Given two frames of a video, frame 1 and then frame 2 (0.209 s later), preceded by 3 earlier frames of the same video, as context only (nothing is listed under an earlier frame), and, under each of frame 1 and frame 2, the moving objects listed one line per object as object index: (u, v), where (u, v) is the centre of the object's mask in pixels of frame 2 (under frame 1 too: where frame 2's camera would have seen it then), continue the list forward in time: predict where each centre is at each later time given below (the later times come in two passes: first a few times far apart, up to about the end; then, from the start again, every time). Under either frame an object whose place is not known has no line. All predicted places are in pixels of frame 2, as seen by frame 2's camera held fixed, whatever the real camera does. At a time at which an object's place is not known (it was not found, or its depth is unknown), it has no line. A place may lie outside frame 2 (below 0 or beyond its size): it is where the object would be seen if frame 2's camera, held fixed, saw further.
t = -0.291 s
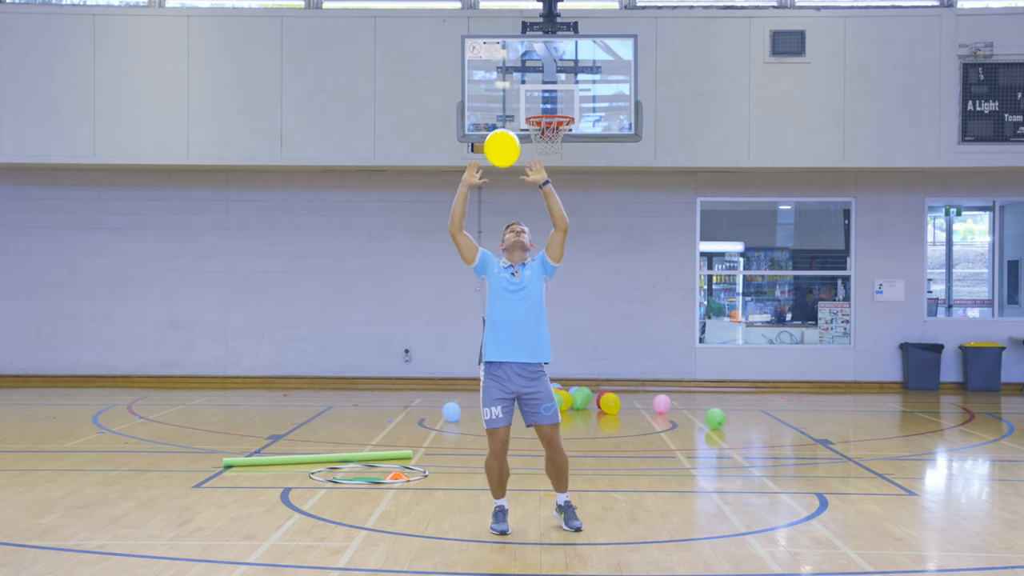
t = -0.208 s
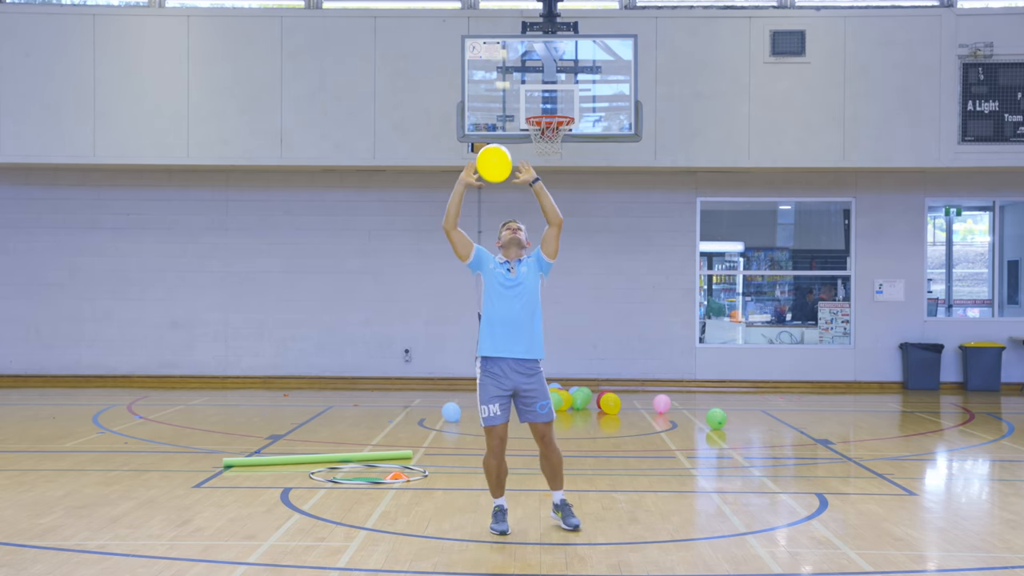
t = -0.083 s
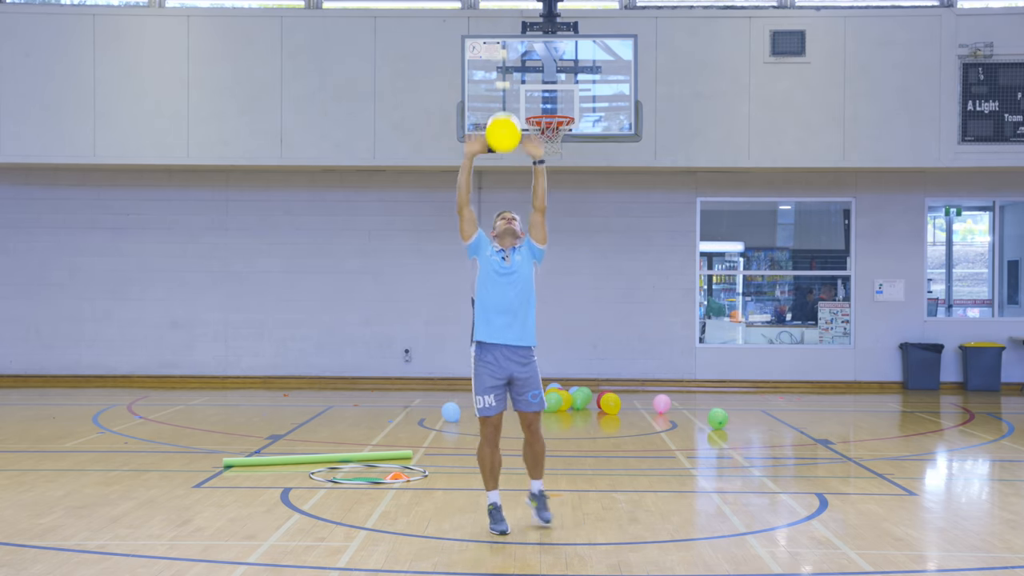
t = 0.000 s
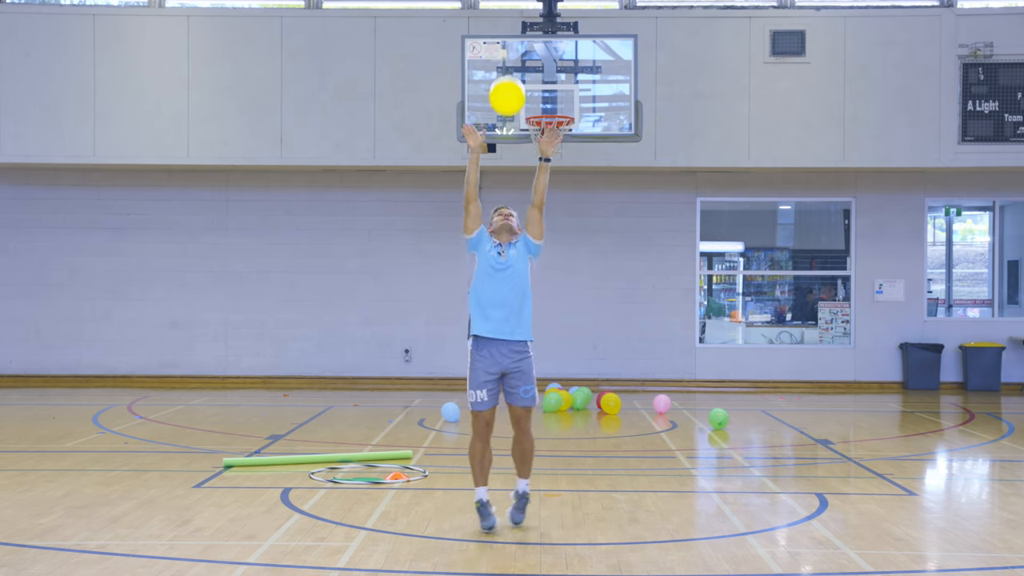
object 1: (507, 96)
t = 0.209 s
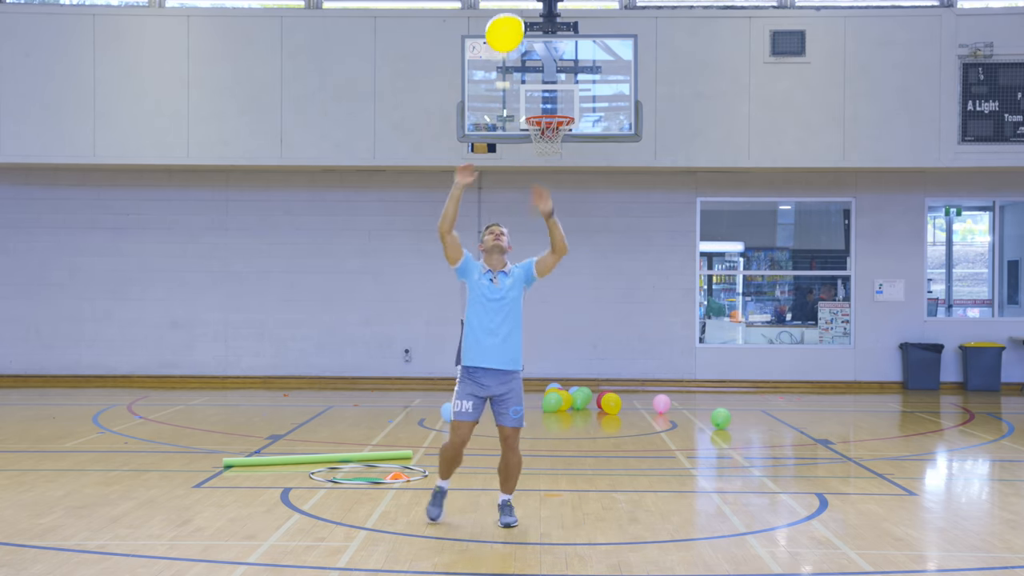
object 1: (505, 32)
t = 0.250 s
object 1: (504, 25)
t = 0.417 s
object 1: (502, 13)
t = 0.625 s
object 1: (498, 15)
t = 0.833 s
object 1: (490, 29)
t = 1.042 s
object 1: (479, 55)
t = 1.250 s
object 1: (465, 88)
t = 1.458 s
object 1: (448, 127)
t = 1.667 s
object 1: (429, 167)
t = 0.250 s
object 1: (504, 25)
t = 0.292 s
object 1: (503, 19)
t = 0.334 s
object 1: (503, 16)
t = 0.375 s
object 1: (503, 14)
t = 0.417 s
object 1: (502, 13)
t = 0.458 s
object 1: (502, 12)
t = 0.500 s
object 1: (501, 12)
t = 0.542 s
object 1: (501, 13)
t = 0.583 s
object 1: (499, 14)
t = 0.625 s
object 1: (498, 15)
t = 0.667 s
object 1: (497, 17)
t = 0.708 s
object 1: (495, 18)
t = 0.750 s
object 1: (494, 22)
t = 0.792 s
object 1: (492, 25)
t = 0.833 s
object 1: (490, 29)
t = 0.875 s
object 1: (488, 34)
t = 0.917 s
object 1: (486, 39)
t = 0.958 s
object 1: (484, 44)
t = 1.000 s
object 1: (481, 49)
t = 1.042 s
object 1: (479, 55)
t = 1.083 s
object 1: (476, 61)
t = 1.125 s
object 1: (474, 67)
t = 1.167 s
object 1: (471, 74)
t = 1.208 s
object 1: (468, 81)
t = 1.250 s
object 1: (465, 88)
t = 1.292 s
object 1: (462, 95)
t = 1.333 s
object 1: (459, 103)
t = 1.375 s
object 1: (455, 111)
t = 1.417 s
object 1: (452, 119)
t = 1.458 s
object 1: (448, 127)
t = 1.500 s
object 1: (445, 135)
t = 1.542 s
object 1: (441, 144)
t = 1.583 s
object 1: (437, 152)
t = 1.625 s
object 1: (433, 160)
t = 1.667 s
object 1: (429, 167)
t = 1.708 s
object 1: (425, 175)
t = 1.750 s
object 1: (421, 182)
